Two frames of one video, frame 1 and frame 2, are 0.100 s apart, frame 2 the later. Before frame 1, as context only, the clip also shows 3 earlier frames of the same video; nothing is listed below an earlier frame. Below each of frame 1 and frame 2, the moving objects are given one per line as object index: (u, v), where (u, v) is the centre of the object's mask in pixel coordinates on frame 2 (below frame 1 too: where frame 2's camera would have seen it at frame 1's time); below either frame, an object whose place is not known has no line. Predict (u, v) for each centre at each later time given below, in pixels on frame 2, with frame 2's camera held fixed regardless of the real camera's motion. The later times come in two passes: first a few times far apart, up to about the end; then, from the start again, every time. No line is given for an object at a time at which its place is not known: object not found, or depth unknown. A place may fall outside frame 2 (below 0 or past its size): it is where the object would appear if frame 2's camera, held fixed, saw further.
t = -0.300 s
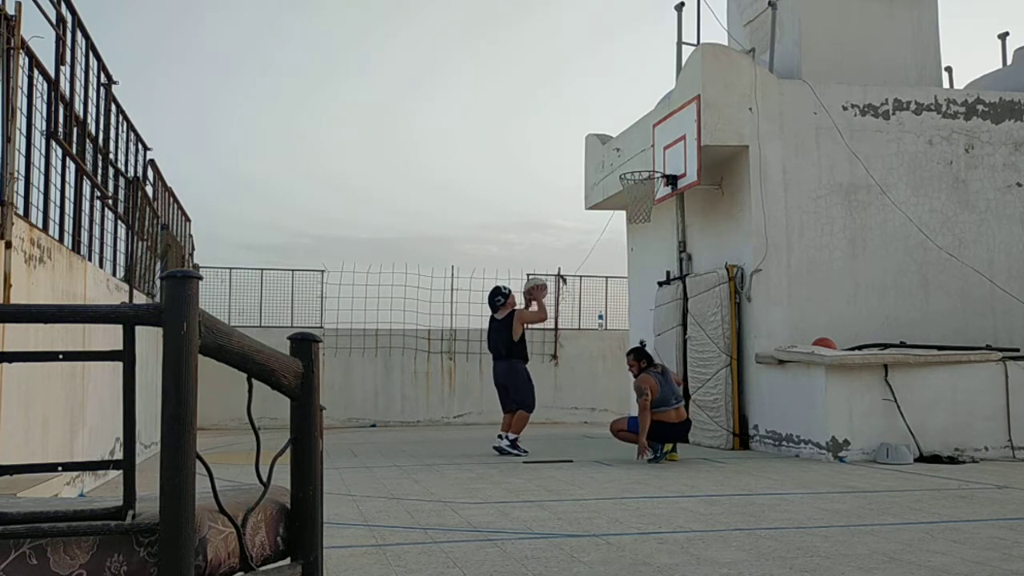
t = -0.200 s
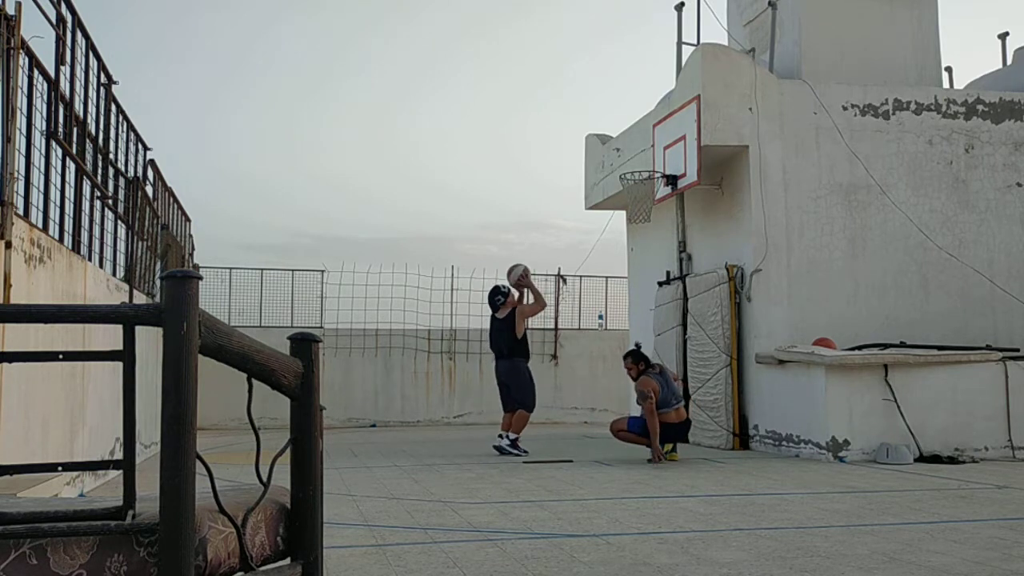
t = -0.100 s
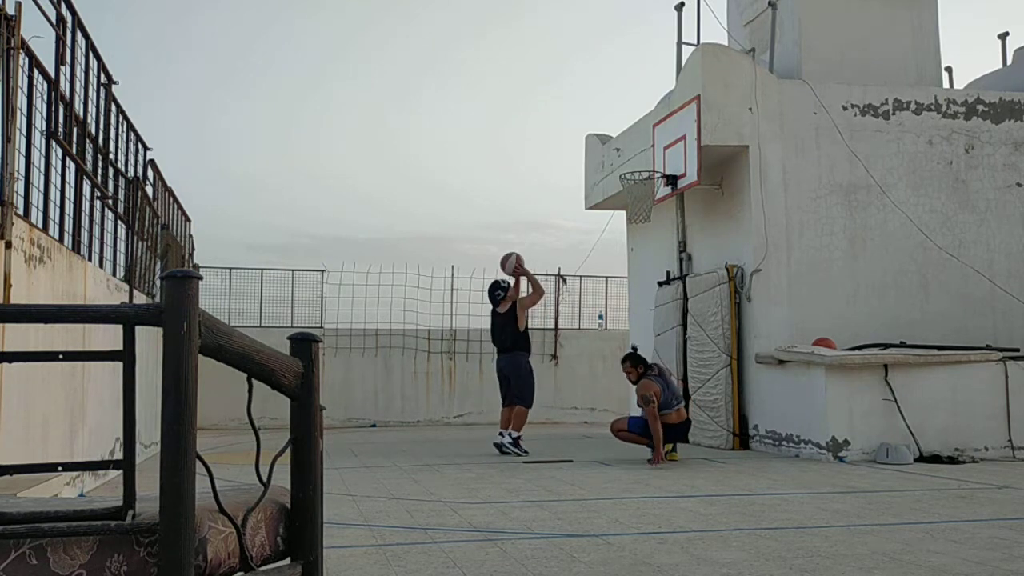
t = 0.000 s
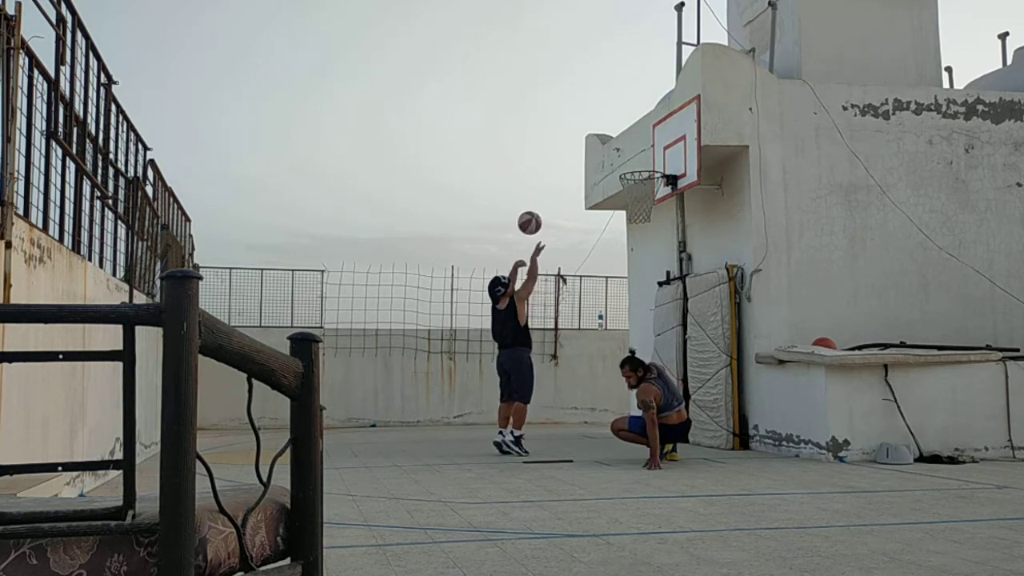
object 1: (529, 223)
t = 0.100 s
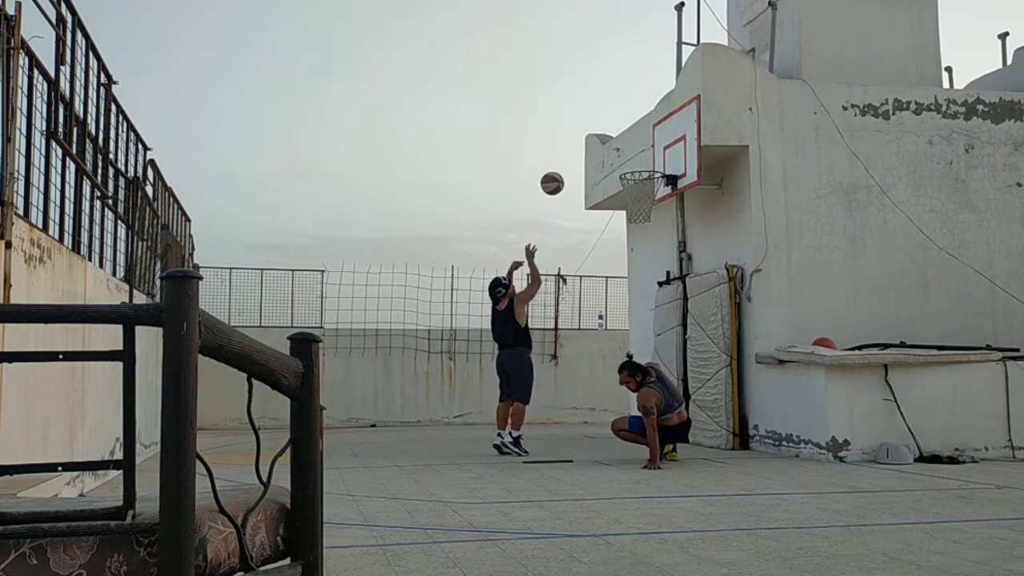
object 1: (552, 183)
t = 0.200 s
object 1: (574, 153)
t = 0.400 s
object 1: (617, 124)
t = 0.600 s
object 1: (659, 131)
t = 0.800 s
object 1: (639, 163)
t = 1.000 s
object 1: (655, 193)
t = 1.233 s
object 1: (654, 204)
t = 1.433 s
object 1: (640, 227)
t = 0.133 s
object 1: (559, 172)
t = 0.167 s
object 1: (567, 162)
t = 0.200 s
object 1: (574, 153)
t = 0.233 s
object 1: (581, 146)
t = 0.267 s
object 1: (589, 140)
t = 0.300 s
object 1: (596, 134)
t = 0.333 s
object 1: (603, 130)
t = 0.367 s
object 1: (610, 126)
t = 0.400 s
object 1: (617, 124)
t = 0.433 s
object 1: (624, 123)
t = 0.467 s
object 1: (631, 122)
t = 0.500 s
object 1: (638, 123)
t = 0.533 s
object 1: (645, 125)
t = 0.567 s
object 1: (652, 127)
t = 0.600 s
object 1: (659, 131)
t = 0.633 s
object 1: (666, 136)
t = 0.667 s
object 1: (663, 140)
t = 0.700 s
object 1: (657, 144)
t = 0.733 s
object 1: (651, 149)
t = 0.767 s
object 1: (645, 155)
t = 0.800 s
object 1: (639, 163)
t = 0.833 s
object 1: (633, 171)
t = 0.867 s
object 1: (635, 175)
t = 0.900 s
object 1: (638, 181)
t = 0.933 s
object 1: (644, 185)
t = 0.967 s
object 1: (647, 192)
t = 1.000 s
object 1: (655, 193)
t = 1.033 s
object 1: (651, 196)
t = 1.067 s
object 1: (655, 194)
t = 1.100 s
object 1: (656, 194)
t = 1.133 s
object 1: (653, 193)
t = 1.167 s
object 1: (653, 197)
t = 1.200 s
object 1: (654, 202)
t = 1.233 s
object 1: (654, 204)
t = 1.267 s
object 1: (652, 206)
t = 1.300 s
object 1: (650, 209)
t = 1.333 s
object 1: (648, 212)
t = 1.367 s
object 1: (646, 217)
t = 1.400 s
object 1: (642, 224)
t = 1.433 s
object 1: (640, 227)
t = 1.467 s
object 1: (638, 233)
